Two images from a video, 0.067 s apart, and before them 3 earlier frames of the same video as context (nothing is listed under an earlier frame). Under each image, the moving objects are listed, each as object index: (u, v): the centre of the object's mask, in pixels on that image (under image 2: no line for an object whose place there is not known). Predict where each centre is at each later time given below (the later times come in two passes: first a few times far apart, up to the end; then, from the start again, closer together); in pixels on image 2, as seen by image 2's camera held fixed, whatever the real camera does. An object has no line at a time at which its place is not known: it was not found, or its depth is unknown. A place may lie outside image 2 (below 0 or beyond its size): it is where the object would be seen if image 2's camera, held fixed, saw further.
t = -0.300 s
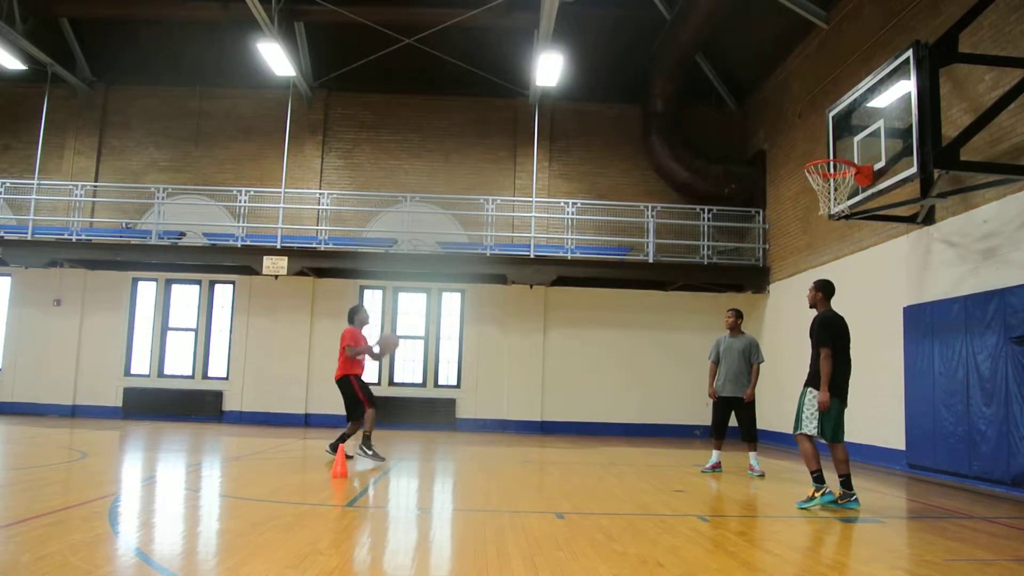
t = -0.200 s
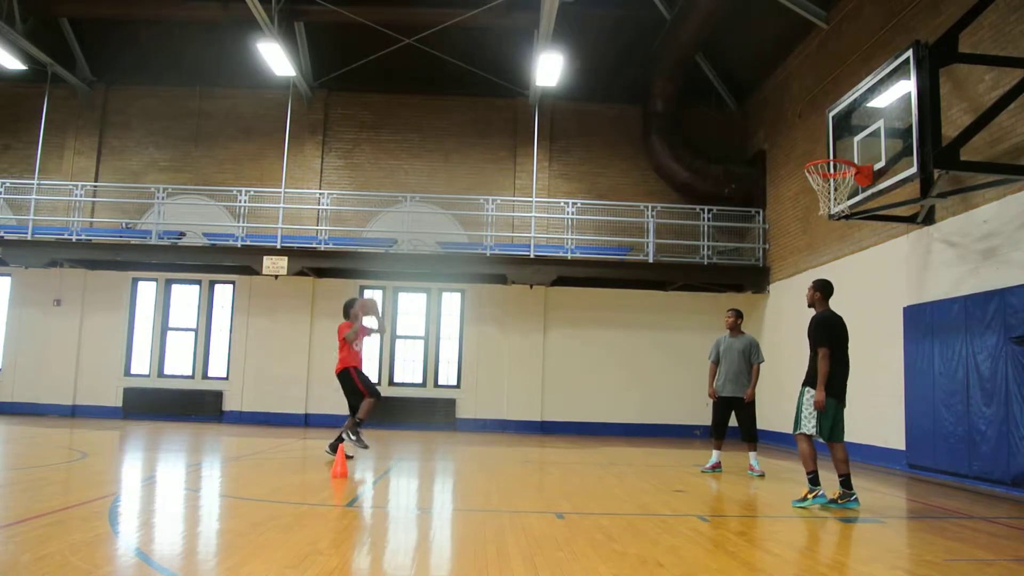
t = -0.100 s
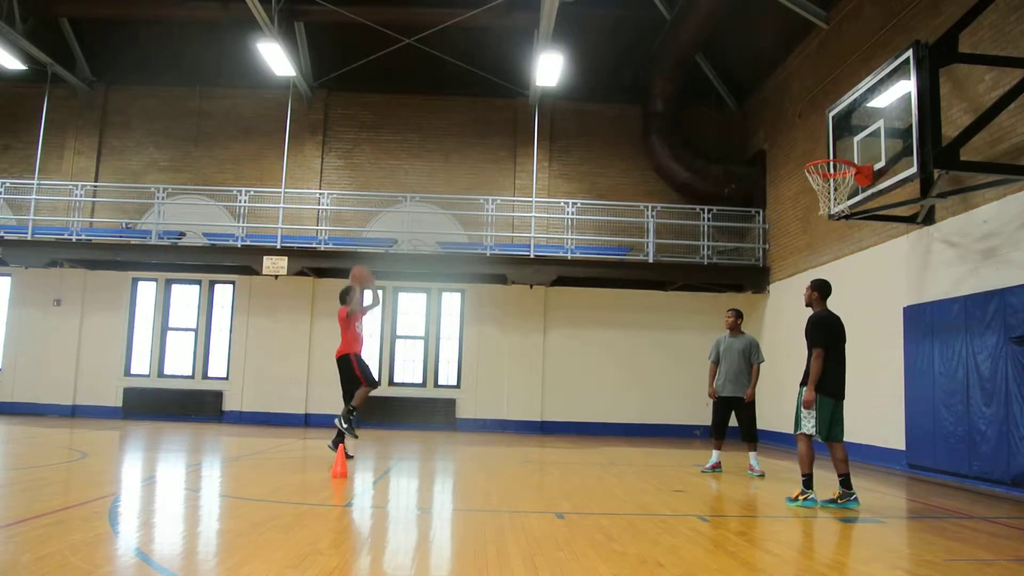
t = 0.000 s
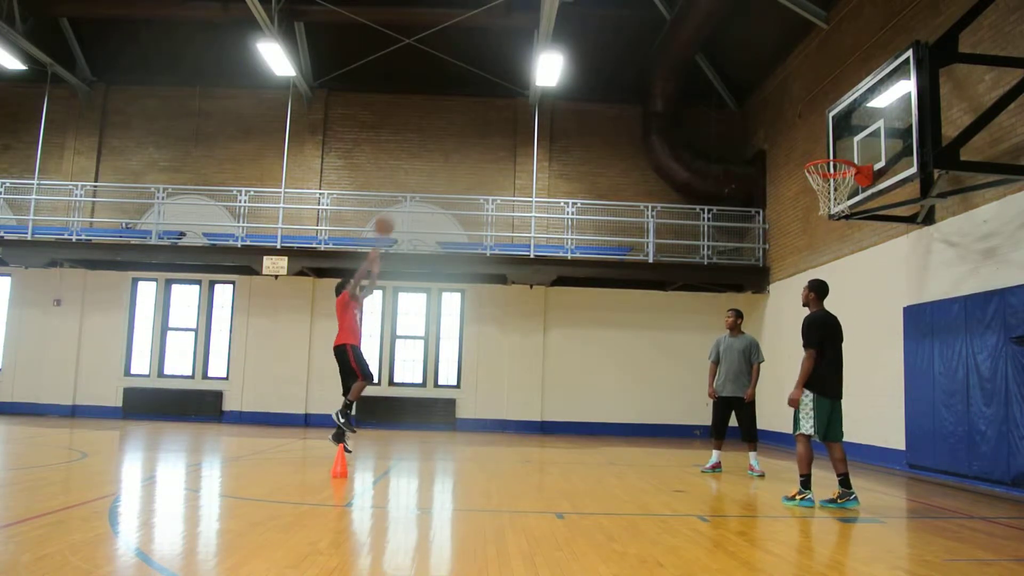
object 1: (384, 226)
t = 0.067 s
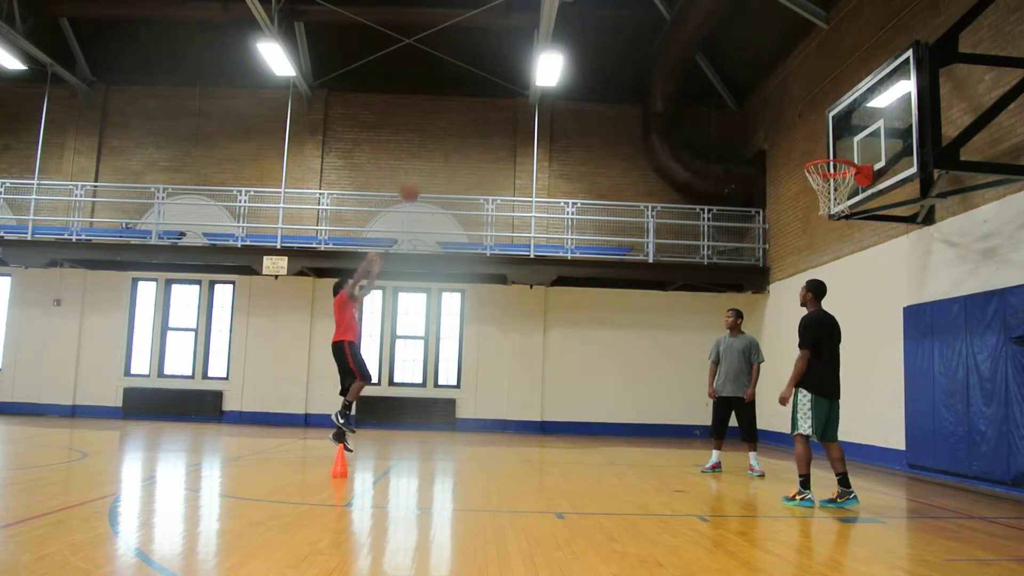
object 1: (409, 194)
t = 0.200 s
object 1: (460, 134)
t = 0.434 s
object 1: (550, 70)
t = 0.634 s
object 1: (625, 49)
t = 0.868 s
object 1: (717, 70)
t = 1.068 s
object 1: (800, 127)
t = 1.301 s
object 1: (821, 209)
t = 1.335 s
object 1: (815, 218)
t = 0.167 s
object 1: (448, 146)
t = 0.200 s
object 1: (460, 134)
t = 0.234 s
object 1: (473, 123)
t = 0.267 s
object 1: (486, 111)
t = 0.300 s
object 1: (499, 101)
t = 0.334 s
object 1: (511, 92)
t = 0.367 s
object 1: (522, 83)
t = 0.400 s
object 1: (534, 77)
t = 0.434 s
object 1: (550, 70)
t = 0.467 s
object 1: (565, 60)
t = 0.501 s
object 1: (576, 56)
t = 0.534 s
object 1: (587, 55)
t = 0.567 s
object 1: (600, 52)
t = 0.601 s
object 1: (612, 50)
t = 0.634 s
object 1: (625, 49)
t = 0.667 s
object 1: (637, 49)
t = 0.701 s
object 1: (651, 50)
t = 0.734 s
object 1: (664, 52)
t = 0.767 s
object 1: (678, 55)
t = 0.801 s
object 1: (690, 59)
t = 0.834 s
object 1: (704, 64)
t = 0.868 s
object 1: (717, 70)
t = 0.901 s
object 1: (731, 77)
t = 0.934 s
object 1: (745, 85)
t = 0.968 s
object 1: (758, 95)
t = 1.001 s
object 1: (772, 104)
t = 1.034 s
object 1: (787, 115)
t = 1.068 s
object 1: (800, 127)
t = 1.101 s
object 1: (814, 143)
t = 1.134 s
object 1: (829, 153)
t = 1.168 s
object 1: (832, 171)
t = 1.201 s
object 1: (836, 187)
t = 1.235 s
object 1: (831, 196)
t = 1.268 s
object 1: (826, 203)
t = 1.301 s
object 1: (821, 209)
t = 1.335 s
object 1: (815, 218)
